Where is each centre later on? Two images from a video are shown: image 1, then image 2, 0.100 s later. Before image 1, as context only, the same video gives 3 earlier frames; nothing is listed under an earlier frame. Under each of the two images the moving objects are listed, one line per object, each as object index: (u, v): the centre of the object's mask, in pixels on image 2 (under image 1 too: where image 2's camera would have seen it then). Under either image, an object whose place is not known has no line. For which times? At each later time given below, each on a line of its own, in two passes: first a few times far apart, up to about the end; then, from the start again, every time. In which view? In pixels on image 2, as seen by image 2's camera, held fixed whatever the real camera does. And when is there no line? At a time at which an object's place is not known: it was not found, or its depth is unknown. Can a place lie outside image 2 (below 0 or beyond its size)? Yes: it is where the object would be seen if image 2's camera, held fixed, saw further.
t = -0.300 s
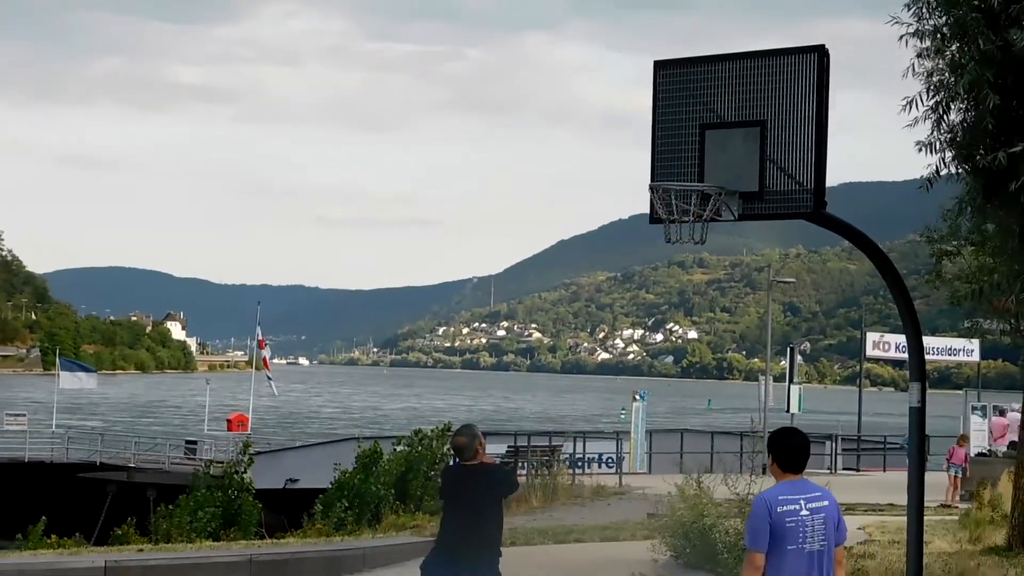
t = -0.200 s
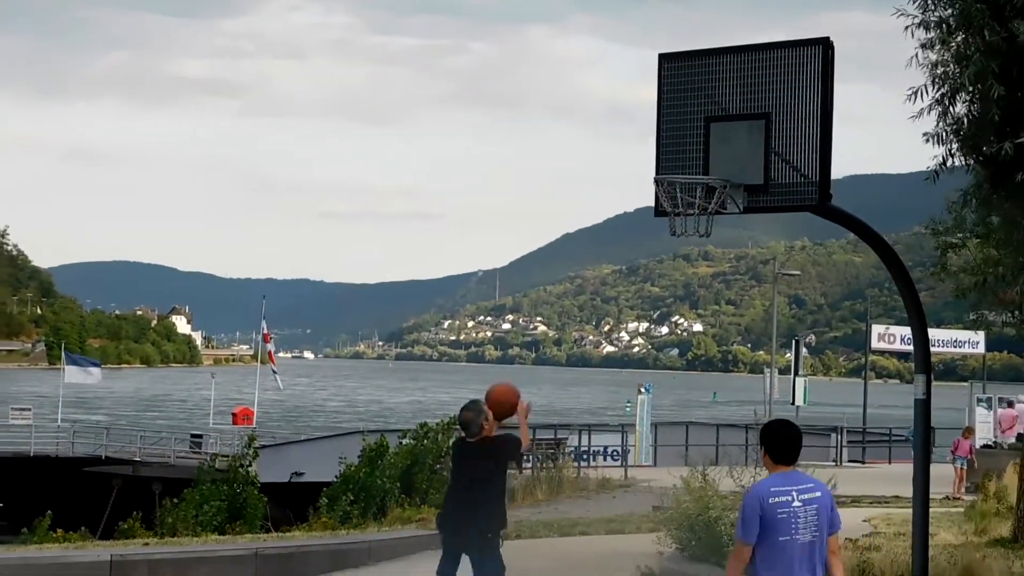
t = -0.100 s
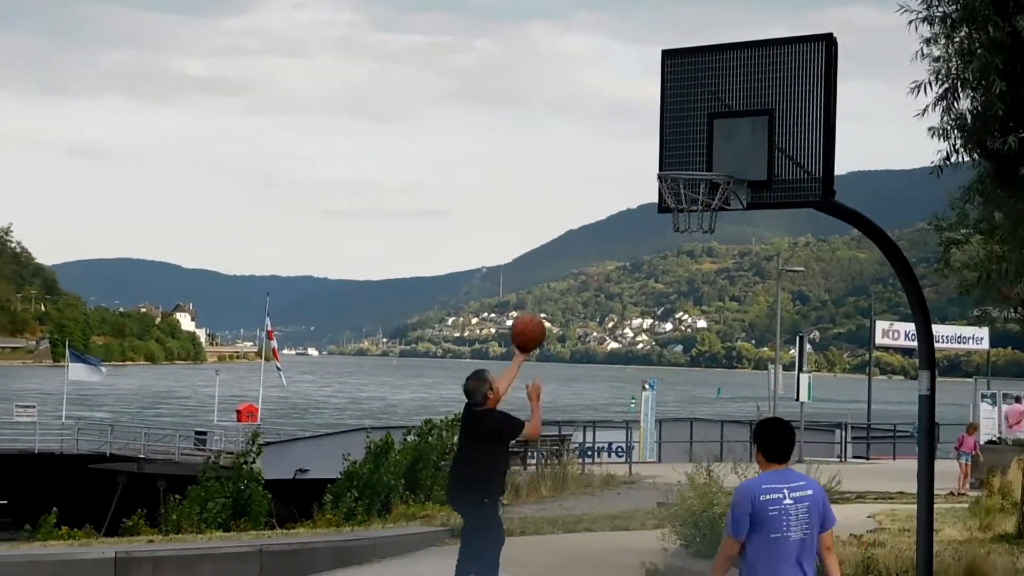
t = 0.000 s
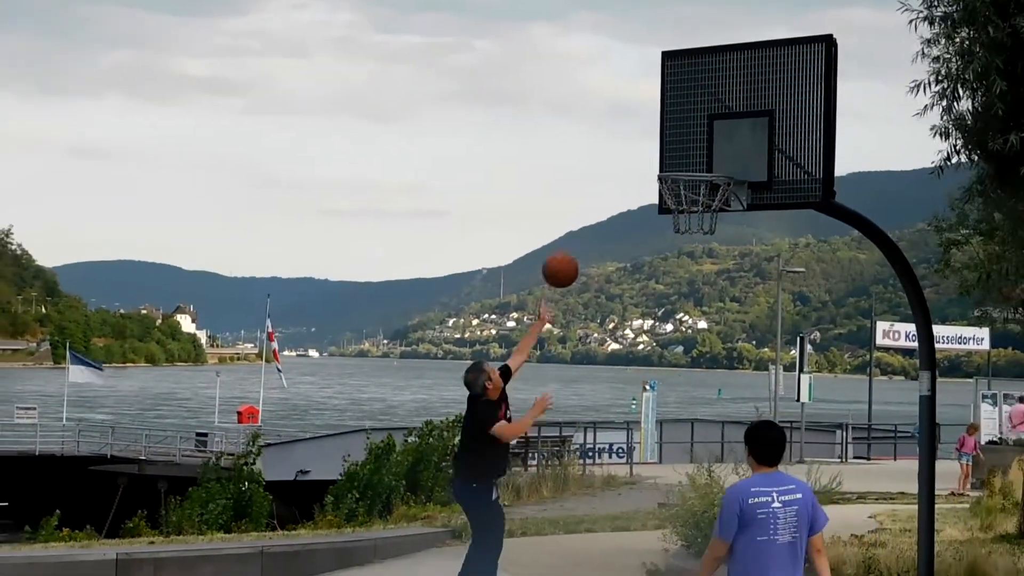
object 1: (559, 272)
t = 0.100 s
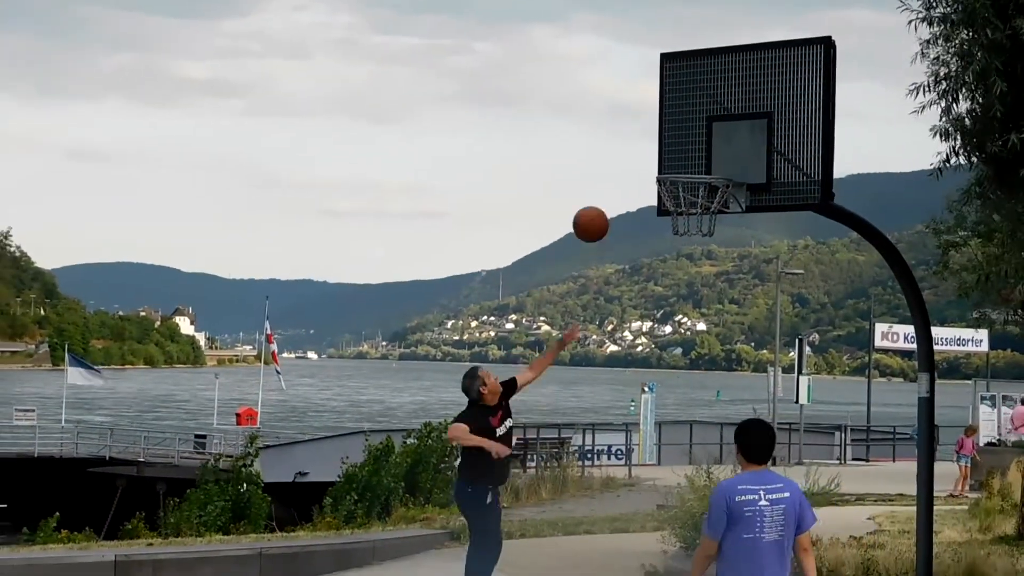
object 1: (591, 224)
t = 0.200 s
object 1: (622, 192)
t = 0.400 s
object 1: (683, 166)
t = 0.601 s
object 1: (685, 189)
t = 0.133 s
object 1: (601, 212)
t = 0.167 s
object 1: (611, 201)
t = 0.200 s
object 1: (622, 192)
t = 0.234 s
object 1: (632, 185)
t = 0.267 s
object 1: (641, 179)
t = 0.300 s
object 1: (650, 174)
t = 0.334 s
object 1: (659, 169)
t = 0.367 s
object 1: (672, 166)
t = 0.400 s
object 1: (683, 166)
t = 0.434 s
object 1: (690, 167)
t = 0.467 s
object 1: (694, 169)
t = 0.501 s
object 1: (693, 169)
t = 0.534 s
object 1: (690, 170)
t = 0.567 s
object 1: (687, 171)
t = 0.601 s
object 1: (685, 189)
